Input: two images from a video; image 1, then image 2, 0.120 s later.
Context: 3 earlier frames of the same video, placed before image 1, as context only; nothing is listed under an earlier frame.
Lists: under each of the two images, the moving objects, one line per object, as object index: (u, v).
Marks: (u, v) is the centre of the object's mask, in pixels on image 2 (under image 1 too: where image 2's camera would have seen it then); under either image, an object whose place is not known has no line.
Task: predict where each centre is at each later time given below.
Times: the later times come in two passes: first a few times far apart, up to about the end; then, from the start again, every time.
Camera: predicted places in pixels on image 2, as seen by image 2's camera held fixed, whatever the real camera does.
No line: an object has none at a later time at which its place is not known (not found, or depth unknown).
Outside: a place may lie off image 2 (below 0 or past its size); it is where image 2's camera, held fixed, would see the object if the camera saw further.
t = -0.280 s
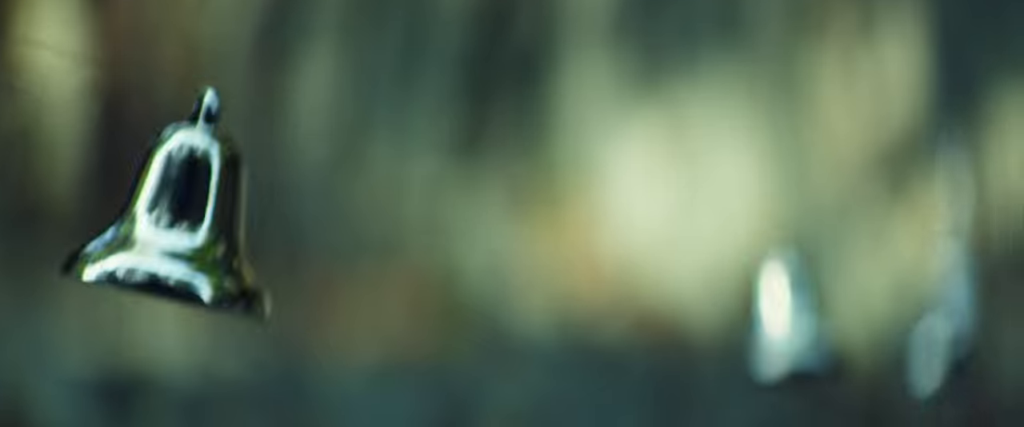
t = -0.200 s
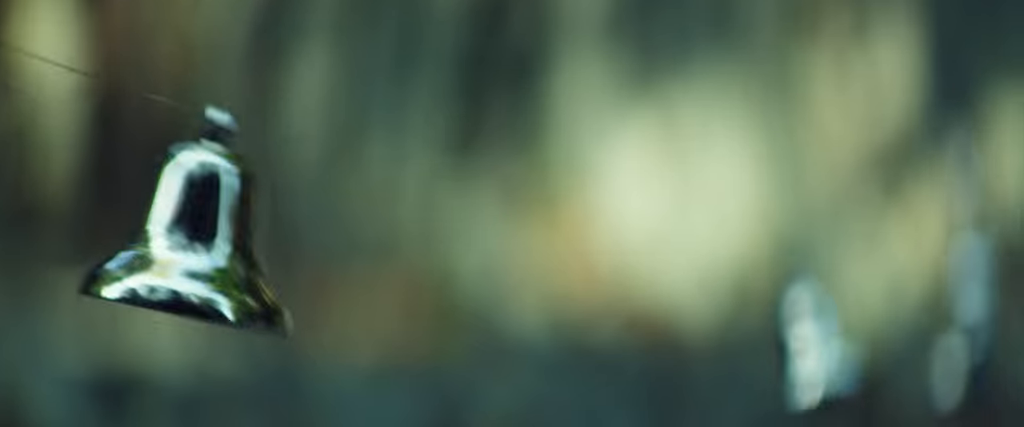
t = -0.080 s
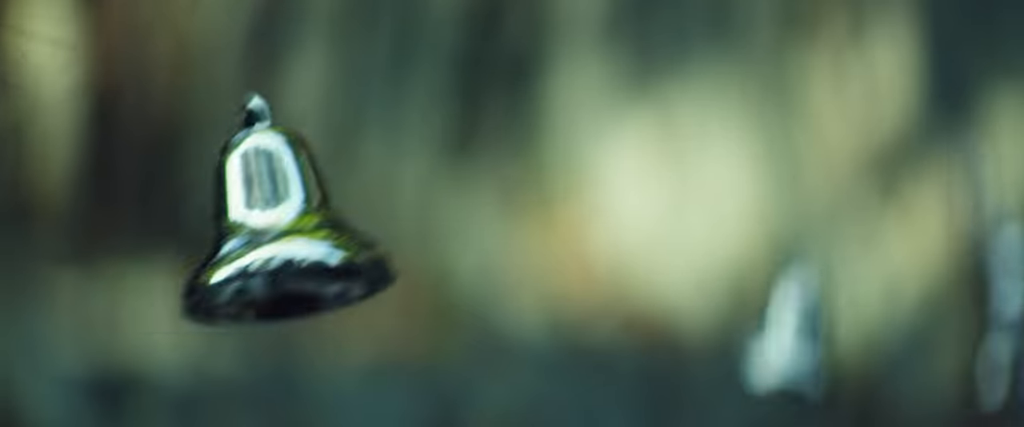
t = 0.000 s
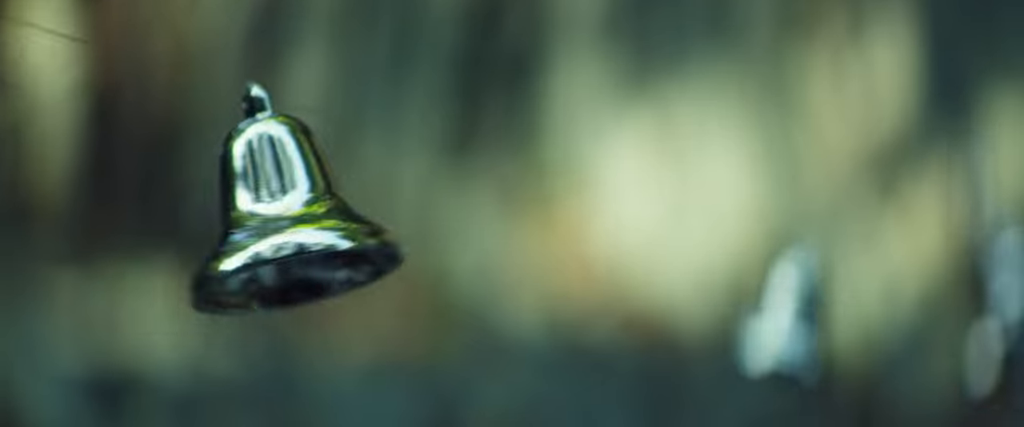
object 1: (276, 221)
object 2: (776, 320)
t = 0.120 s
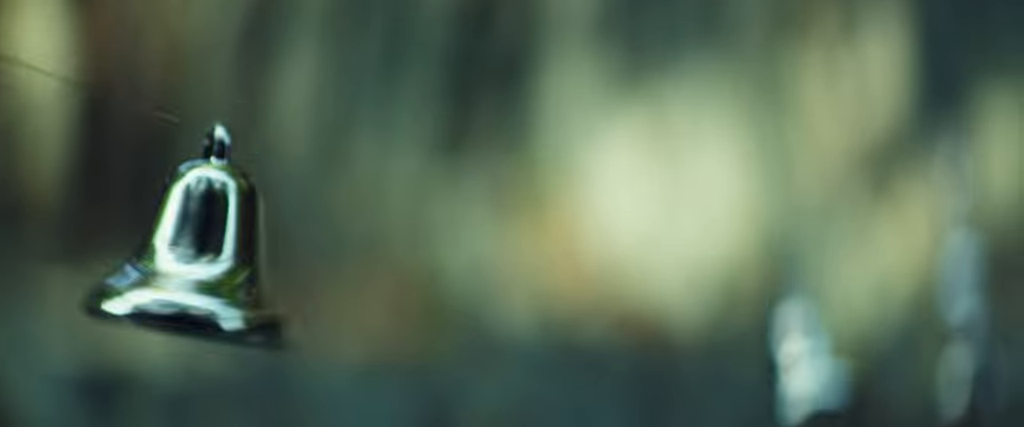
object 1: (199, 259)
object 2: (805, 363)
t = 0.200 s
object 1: (189, 231)
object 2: (778, 340)
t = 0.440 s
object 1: (170, 207)
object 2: (734, 318)
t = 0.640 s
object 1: (273, 246)
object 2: (825, 358)
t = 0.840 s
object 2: (742, 344)
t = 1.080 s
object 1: (280, 259)
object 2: (792, 356)
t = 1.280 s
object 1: (239, 218)
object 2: (791, 341)
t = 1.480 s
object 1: (354, 242)
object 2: (866, 346)
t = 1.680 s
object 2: (765, 346)
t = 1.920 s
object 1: (304, 264)
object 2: (808, 367)
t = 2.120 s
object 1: (238, 233)
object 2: (804, 346)
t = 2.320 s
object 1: (297, 268)
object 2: (827, 364)
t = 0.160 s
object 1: (191, 246)
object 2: (800, 357)
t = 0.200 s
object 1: (189, 231)
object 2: (778, 340)
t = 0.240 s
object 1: (192, 229)
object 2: (751, 334)
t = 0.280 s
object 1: (197, 231)
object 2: (724, 339)
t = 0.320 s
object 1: (196, 246)
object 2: (707, 348)
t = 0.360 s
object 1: (190, 243)
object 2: (702, 349)
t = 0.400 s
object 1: (180, 223)
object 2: (713, 335)
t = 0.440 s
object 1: (170, 207)
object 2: (734, 318)
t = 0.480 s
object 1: (169, 200)
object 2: (761, 314)
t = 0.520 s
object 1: (182, 200)
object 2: (788, 324)
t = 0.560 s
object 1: (203, 215)
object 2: (812, 335)
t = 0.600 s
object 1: (235, 250)
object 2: (823, 346)
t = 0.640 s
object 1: (273, 246)
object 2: (825, 358)
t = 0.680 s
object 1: (300, 237)
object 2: (811, 356)
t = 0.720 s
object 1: (305, 229)
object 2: (788, 342)
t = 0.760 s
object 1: (282, 214)
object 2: (769, 335)
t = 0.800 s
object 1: (241, 229)
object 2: (752, 338)
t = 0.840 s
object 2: (742, 344)
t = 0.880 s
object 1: (162, 235)
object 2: (738, 348)
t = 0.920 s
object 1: (149, 219)
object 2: (745, 346)
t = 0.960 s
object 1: (151, 231)
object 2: (756, 341)
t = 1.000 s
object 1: (184, 225)
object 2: (768, 343)
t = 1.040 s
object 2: (782, 346)
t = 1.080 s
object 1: (280, 259)
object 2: (792, 356)
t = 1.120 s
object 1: (307, 248)
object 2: (798, 367)
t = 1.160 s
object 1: (310, 241)
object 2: (795, 363)
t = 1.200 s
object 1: (296, 245)
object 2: (789, 344)
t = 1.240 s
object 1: (267, 230)
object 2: (787, 334)
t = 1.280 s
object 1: (239, 218)
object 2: (791, 341)
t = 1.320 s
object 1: (222, 233)
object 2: (804, 351)
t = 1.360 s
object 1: (232, 229)
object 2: (823, 357)
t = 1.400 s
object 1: (265, 232)
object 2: (844, 358)
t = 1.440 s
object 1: (308, 256)
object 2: (860, 349)
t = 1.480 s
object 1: (354, 242)
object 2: (866, 346)
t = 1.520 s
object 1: (380, 222)
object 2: (863, 347)
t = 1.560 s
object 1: (383, 230)
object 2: (845, 345)
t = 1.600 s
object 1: (343, 233)
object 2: (817, 349)
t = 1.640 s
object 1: (283, 239)
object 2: (790, 349)
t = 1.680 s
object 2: (765, 346)
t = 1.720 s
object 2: (753, 341)
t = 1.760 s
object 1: (172, 210)
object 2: (752, 340)
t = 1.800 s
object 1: (167, 225)
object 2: (761, 338)
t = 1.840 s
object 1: (189, 241)
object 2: (774, 350)
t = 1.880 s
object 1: (245, 251)
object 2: (792, 362)
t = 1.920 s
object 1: (304, 264)
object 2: (808, 367)
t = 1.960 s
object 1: (338, 252)
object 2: (815, 361)
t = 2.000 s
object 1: (332, 224)
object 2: (814, 350)
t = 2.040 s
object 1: (315, 235)
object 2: (808, 334)
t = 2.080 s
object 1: (279, 245)
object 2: (806, 334)
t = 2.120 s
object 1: (238, 233)
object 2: (804, 346)
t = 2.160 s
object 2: (807, 358)
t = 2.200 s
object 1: (202, 255)
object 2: (813, 364)
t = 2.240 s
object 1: (220, 240)
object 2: (819, 365)
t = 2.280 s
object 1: (254, 262)
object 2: (824, 361)
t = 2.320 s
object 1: (297, 268)
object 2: (827, 364)
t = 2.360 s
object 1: (325, 247)
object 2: (827, 368)
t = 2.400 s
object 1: (331, 244)
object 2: (819, 360)
